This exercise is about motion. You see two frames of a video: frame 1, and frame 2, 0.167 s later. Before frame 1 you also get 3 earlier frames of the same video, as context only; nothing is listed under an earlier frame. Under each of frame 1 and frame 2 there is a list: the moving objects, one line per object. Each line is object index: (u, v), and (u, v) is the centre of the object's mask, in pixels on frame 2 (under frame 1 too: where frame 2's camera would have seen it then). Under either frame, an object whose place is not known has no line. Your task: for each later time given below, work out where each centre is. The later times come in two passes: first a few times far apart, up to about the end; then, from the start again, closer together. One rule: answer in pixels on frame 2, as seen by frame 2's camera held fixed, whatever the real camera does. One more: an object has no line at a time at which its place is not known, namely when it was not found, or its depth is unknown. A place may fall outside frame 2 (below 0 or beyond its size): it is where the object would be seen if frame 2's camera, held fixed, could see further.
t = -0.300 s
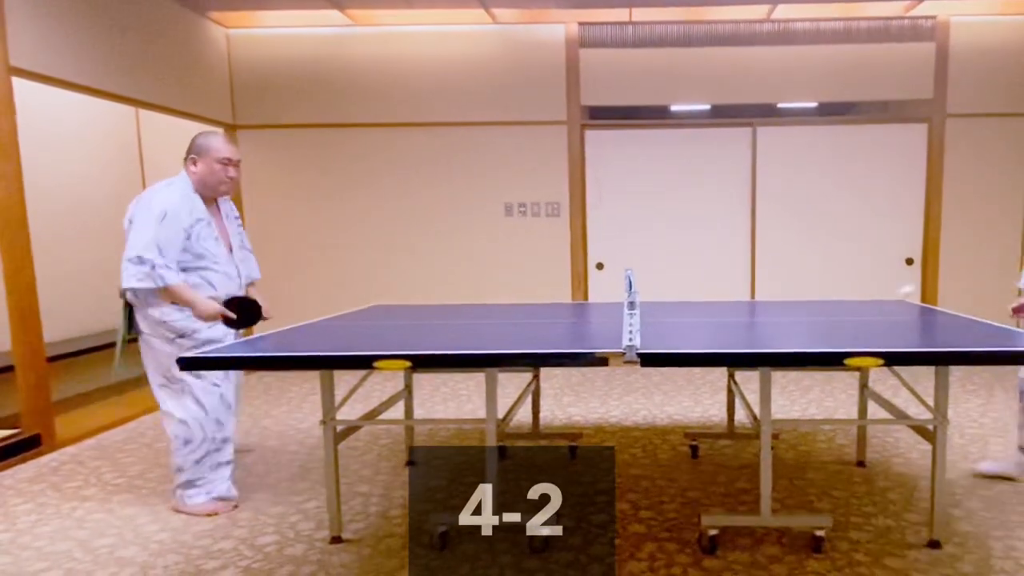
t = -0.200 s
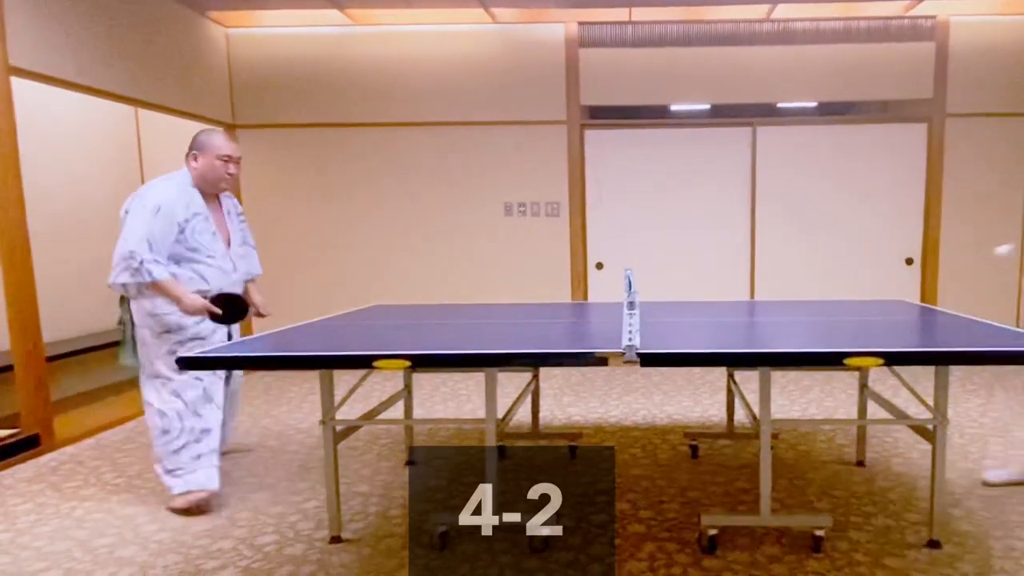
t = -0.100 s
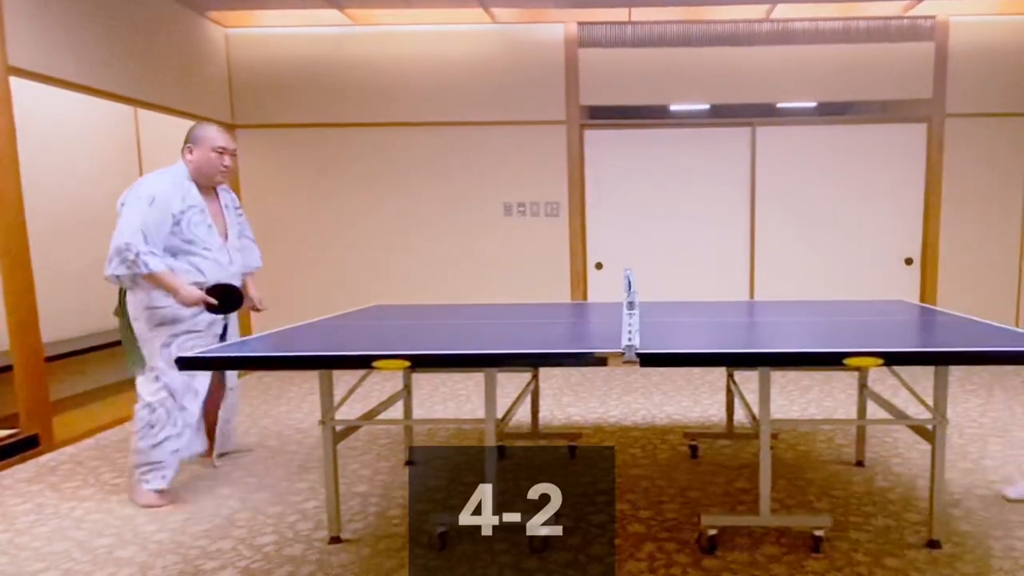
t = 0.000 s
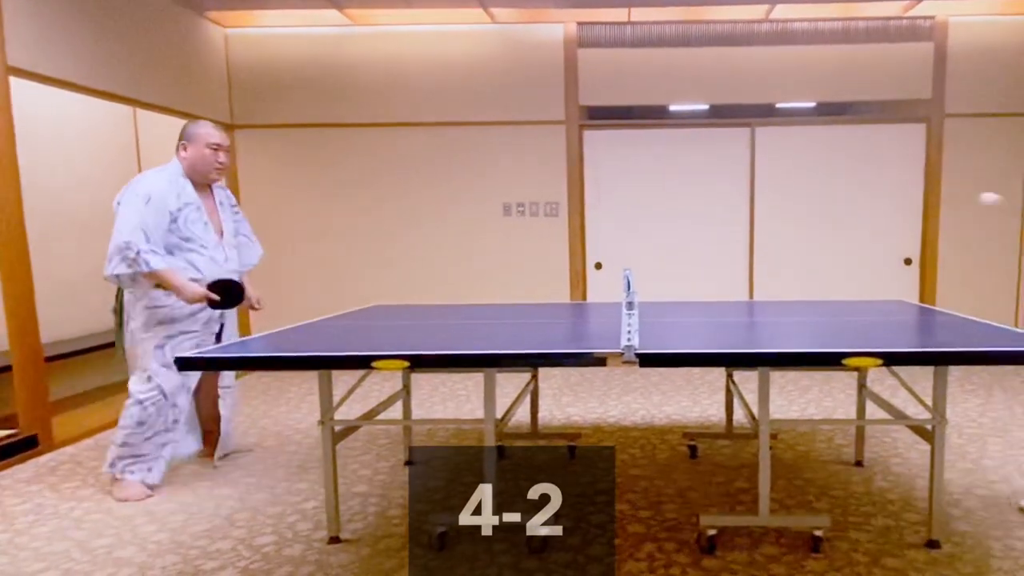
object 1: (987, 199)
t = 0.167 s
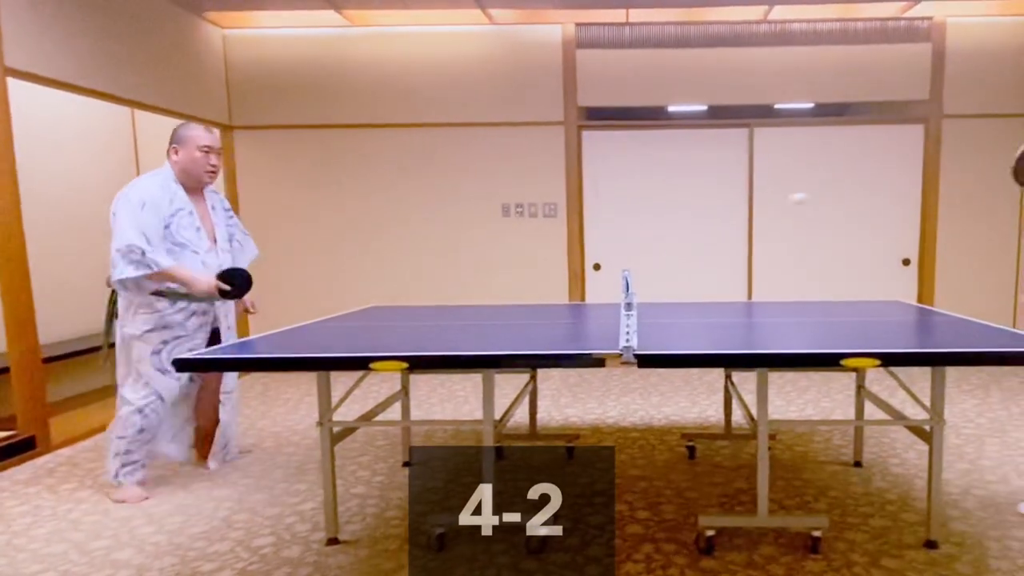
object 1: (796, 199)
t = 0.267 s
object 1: (701, 236)
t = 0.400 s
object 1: (604, 297)
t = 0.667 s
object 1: (501, 290)
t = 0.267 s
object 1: (701, 236)
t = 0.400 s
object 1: (604, 297)
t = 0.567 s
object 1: (533, 298)
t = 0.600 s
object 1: (522, 293)
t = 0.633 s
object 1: (512, 290)
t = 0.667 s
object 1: (501, 290)
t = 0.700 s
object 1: (492, 293)
